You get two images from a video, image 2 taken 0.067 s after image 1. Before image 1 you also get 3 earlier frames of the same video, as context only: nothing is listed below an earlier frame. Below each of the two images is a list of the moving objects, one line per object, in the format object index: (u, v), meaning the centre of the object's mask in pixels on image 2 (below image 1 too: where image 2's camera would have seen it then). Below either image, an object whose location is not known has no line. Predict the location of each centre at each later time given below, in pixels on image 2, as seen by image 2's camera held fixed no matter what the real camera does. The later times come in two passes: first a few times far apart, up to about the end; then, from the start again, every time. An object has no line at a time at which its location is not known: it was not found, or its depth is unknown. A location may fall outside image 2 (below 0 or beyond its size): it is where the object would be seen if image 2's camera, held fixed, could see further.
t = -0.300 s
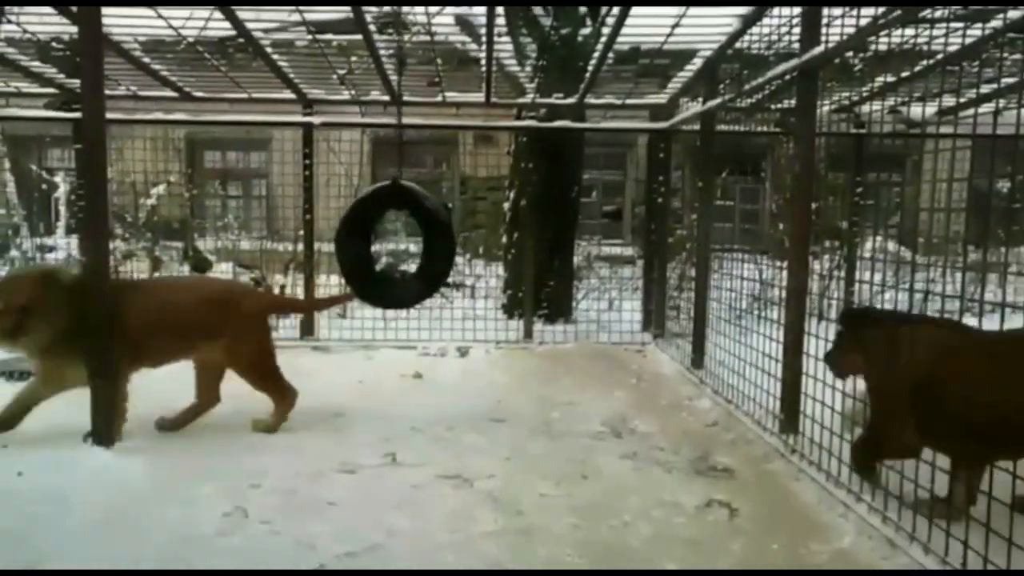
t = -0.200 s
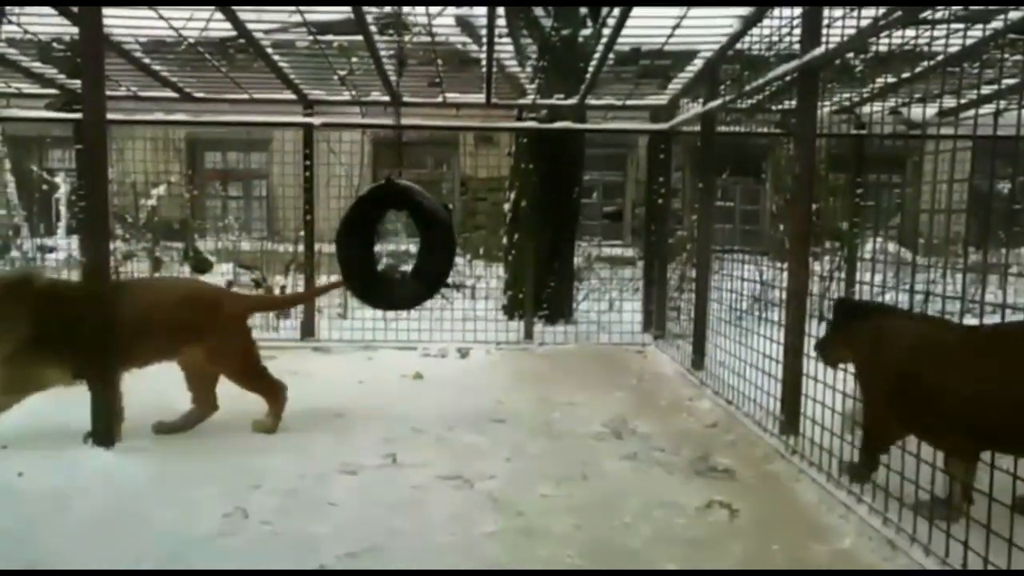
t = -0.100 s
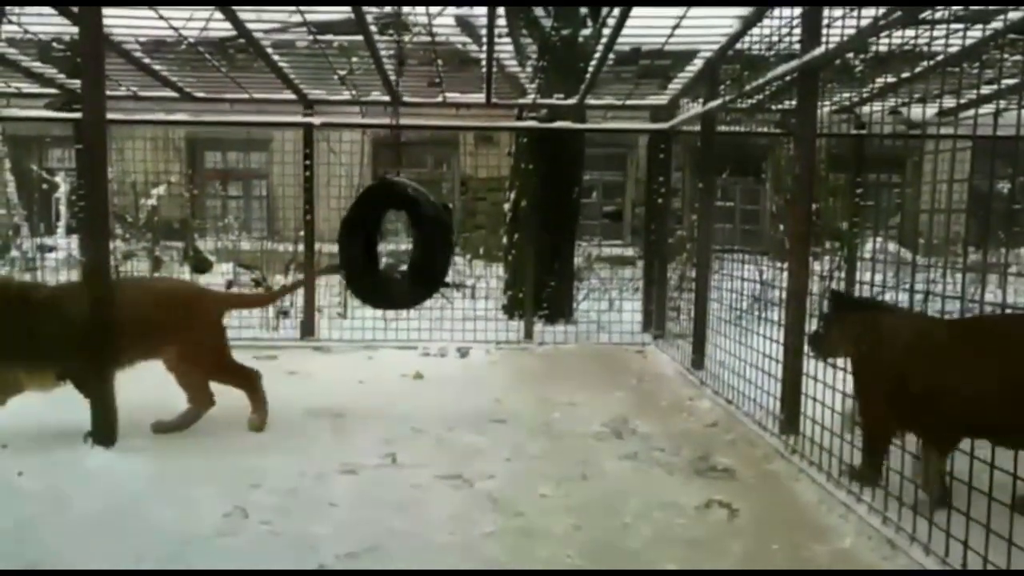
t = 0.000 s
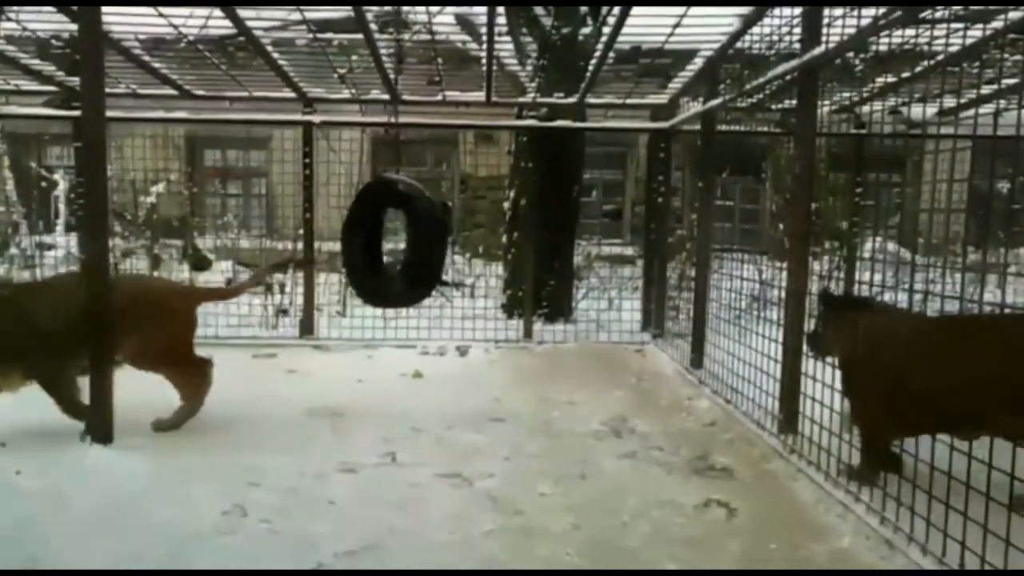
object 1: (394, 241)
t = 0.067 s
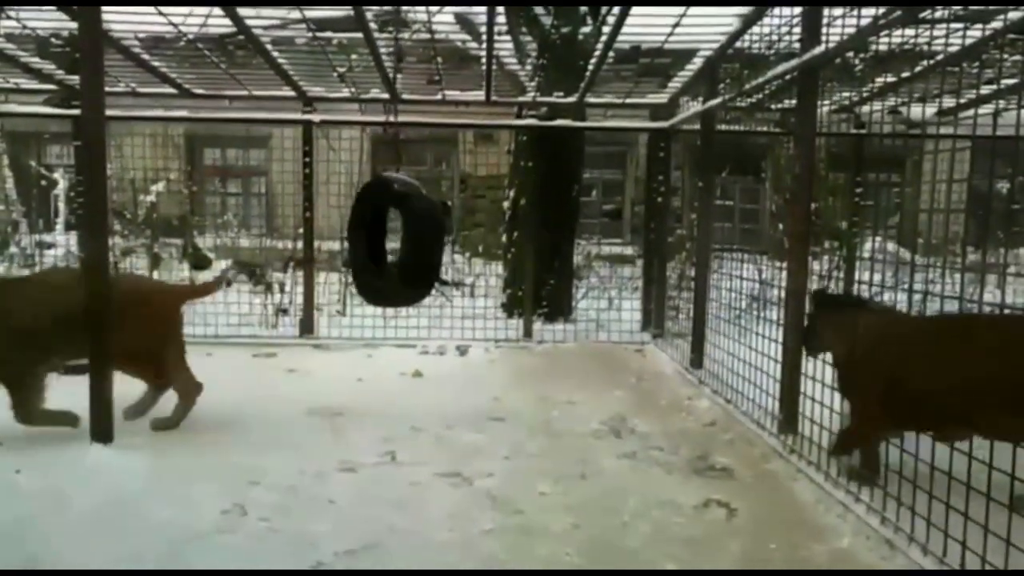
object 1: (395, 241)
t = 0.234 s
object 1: (396, 241)
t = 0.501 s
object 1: (395, 245)
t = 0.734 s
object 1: (398, 245)
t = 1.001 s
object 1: (401, 242)
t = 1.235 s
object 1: (402, 239)
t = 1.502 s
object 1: (401, 240)
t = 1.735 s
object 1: (399, 243)
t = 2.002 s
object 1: (395, 245)
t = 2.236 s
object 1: (390, 247)
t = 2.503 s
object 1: (392, 246)
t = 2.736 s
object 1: (398, 248)
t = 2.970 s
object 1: (400, 251)
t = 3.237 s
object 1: (405, 249)
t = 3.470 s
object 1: (409, 244)
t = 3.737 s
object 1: (409, 240)
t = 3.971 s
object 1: (405, 244)
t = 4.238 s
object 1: (401, 247)
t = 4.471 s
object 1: (400, 251)
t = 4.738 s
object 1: (399, 248)
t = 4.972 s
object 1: (400, 248)
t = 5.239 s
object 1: (402, 247)
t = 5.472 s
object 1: (406, 247)
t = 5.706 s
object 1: (407, 247)
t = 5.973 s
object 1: (410, 242)
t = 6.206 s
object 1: (410, 240)
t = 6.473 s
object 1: (407, 243)
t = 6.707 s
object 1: (402, 246)
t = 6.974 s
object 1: (397, 247)
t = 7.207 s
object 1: (395, 246)
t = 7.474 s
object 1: (397, 246)
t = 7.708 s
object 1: (402, 246)
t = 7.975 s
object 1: (408, 247)
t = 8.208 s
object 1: (411, 246)
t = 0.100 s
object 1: (395, 241)
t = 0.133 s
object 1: (395, 240)
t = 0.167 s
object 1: (395, 241)
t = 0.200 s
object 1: (396, 241)
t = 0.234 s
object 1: (396, 241)
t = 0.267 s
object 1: (396, 241)
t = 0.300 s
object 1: (396, 241)
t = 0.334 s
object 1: (396, 240)
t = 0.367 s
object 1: (396, 241)
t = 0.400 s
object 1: (396, 241)
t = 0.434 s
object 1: (395, 243)
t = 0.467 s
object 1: (395, 244)
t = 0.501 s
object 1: (395, 245)
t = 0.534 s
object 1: (396, 245)
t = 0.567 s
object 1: (397, 245)
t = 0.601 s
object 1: (397, 244)
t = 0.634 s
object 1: (397, 245)
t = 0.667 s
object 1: (397, 245)
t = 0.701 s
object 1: (398, 245)
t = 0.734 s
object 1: (398, 245)
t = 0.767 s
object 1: (398, 245)
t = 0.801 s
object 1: (399, 245)
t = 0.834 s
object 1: (399, 244)
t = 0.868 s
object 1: (400, 244)
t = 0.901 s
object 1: (400, 243)
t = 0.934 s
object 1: (400, 243)
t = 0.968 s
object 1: (400, 242)
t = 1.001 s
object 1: (401, 242)
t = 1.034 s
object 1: (401, 241)
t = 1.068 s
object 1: (402, 241)
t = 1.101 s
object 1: (402, 240)
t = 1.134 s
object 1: (402, 240)
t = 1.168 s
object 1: (402, 239)
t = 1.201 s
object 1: (402, 239)
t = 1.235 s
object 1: (402, 239)
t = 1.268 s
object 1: (402, 239)
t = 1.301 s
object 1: (402, 239)
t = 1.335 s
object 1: (401, 239)
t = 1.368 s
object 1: (401, 239)
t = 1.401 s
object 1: (401, 239)
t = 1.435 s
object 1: (401, 239)
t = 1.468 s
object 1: (401, 239)
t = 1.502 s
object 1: (401, 240)
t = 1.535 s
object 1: (401, 240)
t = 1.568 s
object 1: (401, 240)
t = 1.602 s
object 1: (400, 240)
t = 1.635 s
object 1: (400, 241)
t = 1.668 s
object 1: (400, 242)
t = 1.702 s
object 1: (399, 243)
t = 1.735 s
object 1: (399, 243)
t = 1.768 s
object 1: (399, 243)
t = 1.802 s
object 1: (398, 244)
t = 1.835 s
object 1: (398, 245)
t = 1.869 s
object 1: (398, 244)
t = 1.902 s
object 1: (397, 245)
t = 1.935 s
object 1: (396, 245)
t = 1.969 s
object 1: (396, 245)
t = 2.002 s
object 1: (395, 245)
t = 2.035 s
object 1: (394, 245)
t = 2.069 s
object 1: (394, 244)
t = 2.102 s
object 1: (393, 244)
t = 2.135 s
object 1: (397, 240)
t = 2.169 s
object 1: (397, 242)
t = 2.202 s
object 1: (392, 247)
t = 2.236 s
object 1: (390, 247)
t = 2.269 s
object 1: (390, 247)
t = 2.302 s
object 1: (389, 247)
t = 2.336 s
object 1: (390, 247)
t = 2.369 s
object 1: (390, 246)
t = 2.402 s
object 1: (390, 246)
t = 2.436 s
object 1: (391, 246)
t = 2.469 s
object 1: (392, 246)
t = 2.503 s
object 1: (392, 246)
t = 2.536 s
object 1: (393, 246)
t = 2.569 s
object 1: (394, 247)
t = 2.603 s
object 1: (395, 247)
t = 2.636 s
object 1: (396, 246)
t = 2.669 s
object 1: (397, 246)
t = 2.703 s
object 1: (397, 247)
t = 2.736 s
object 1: (398, 248)
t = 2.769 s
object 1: (398, 248)
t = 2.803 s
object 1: (399, 247)
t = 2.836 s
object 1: (400, 248)
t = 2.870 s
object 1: (400, 250)
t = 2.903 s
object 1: (400, 249)
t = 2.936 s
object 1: (400, 250)
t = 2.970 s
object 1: (400, 251)
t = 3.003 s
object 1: (401, 251)
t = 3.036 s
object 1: (401, 251)
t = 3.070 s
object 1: (401, 251)
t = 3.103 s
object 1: (401, 250)
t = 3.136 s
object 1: (402, 250)
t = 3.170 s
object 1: (403, 249)
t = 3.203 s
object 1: (404, 249)
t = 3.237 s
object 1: (405, 249)
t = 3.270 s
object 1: (406, 248)
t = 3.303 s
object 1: (406, 247)
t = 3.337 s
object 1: (407, 247)
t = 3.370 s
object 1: (408, 246)
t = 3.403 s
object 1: (408, 245)
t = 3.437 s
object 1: (409, 244)
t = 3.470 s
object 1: (409, 244)
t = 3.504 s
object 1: (409, 243)
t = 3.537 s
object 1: (409, 243)
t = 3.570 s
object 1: (409, 242)
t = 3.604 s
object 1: (409, 240)
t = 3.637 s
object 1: (408, 240)
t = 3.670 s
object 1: (409, 239)
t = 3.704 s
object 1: (409, 240)
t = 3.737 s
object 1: (409, 240)
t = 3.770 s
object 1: (408, 239)
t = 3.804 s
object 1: (407, 242)
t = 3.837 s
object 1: (406, 242)
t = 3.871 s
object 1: (405, 242)
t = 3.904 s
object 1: (405, 243)
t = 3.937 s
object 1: (405, 243)
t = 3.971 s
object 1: (405, 244)
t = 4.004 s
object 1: (405, 244)
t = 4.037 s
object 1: (404, 244)
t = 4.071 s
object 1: (404, 245)
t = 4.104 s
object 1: (403, 245)
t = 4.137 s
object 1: (403, 245)
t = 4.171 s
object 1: (402, 245)
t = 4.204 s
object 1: (402, 246)
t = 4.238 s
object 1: (401, 247)
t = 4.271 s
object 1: (401, 249)
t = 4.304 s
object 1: (400, 250)
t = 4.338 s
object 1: (400, 250)
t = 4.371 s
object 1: (400, 250)
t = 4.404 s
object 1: (400, 251)
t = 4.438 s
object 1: (400, 251)
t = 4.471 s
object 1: (400, 251)
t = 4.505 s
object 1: (400, 250)
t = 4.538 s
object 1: (400, 249)
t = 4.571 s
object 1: (399, 249)
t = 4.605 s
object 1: (399, 250)
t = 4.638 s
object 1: (399, 249)
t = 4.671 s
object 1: (399, 248)
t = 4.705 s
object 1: (399, 248)
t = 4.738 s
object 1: (399, 248)
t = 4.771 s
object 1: (399, 249)
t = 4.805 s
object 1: (399, 248)
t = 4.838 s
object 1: (399, 248)
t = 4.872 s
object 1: (399, 247)
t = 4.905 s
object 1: (399, 247)
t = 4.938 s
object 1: (399, 248)
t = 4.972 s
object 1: (400, 248)
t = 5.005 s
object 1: (401, 247)
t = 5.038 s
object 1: (401, 247)
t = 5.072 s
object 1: (401, 247)
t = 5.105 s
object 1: (401, 247)
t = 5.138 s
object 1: (402, 247)
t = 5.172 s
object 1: (402, 247)
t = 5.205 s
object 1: (402, 246)
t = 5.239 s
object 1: (402, 247)
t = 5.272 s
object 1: (403, 248)
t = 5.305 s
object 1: (403, 248)
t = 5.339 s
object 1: (404, 248)
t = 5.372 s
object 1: (404, 248)
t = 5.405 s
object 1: (405, 248)
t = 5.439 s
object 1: (405, 247)
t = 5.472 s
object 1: (406, 247)
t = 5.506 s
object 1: (406, 248)
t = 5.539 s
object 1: (405, 248)
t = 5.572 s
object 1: (406, 248)
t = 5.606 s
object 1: (405, 248)
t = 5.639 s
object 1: (405, 247)
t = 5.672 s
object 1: (406, 247)
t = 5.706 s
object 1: (407, 247)
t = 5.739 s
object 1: (408, 246)
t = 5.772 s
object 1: (408, 245)
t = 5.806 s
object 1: (408, 244)
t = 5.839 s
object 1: (409, 244)
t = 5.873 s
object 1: (409, 244)
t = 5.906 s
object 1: (409, 244)
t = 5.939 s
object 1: (410, 243)
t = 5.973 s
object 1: (410, 242)
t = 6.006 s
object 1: (410, 242)
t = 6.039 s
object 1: (410, 242)
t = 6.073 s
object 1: (410, 241)
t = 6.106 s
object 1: (410, 241)
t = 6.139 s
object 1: (410, 241)
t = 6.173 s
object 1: (411, 240)
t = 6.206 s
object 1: (410, 240)
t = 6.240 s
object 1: (410, 240)
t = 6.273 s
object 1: (410, 240)
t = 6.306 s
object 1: (410, 241)
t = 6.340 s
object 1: (409, 241)
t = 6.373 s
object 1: (409, 241)
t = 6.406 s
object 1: (408, 242)
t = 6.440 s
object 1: (407, 242)
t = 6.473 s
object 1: (407, 243)
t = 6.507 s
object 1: (406, 243)
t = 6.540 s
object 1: (406, 243)
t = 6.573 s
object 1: (405, 244)
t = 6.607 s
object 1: (404, 244)
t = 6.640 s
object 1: (403, 245)
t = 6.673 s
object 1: (402, 246)
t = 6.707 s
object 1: (402, 246)
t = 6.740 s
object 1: (402, 246)
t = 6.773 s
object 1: (401, 246)
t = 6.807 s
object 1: (400, 247)
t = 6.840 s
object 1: (399, 247)
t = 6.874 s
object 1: (399, 247)
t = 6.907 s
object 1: (398, 247)
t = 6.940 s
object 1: (398, 247)
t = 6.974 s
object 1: (397, 247)
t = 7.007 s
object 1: (397, 247)
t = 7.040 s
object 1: (396, 246)
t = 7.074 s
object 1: (396, 247)
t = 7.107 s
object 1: (396, 247)
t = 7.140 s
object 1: (396, 247)
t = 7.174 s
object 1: (396, 247)
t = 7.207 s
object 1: (395, 246)
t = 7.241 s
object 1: (396, 246)
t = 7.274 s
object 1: (395, 246)
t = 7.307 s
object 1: (396, 246)
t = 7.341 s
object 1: (396, 246)
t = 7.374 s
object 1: (396, 245)
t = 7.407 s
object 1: (396, 246)
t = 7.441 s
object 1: (397, 245)
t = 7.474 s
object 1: (397, 246)
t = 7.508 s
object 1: (398, 246)
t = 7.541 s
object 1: (398, 246)
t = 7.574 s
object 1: (399, 246)
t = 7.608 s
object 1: (400, 246)
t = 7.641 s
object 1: (400, 246)
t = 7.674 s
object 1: (401, 246)
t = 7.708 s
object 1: (402, 246)
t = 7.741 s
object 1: (403, 246)
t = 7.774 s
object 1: (404, 247)
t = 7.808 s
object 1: (404, 247)
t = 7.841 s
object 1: (405, 247)
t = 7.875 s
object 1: (406, 247)
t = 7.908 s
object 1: (407, 247)
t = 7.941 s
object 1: (407, 247)
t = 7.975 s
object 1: (408, 247)
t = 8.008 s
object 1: (409, 247)
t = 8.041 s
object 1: (409, 247)
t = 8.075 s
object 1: (410, 247)
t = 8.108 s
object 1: (410, 246)
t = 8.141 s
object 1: (411, 246)
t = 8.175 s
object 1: (411, 246)
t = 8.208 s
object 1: (411, 246)
